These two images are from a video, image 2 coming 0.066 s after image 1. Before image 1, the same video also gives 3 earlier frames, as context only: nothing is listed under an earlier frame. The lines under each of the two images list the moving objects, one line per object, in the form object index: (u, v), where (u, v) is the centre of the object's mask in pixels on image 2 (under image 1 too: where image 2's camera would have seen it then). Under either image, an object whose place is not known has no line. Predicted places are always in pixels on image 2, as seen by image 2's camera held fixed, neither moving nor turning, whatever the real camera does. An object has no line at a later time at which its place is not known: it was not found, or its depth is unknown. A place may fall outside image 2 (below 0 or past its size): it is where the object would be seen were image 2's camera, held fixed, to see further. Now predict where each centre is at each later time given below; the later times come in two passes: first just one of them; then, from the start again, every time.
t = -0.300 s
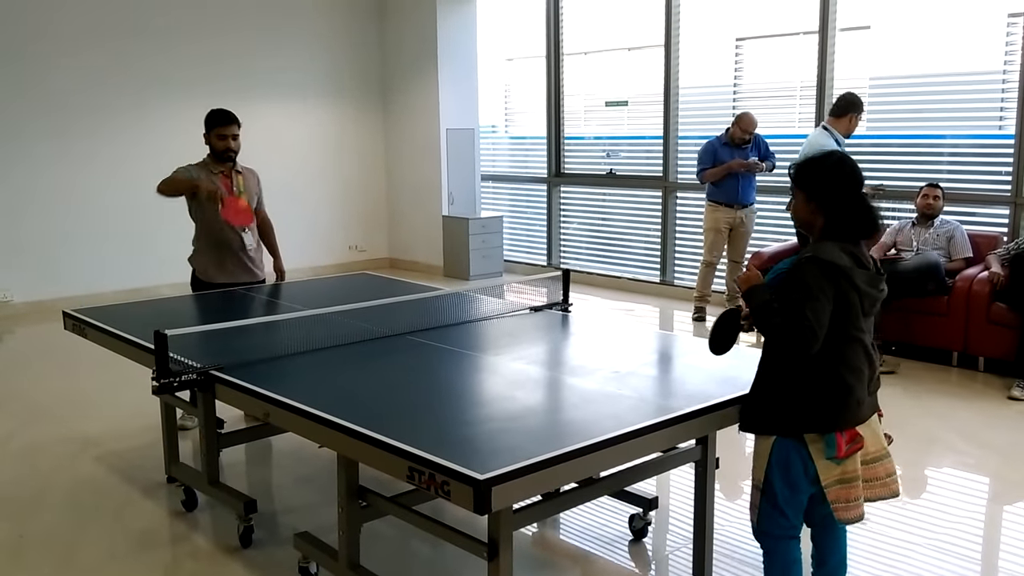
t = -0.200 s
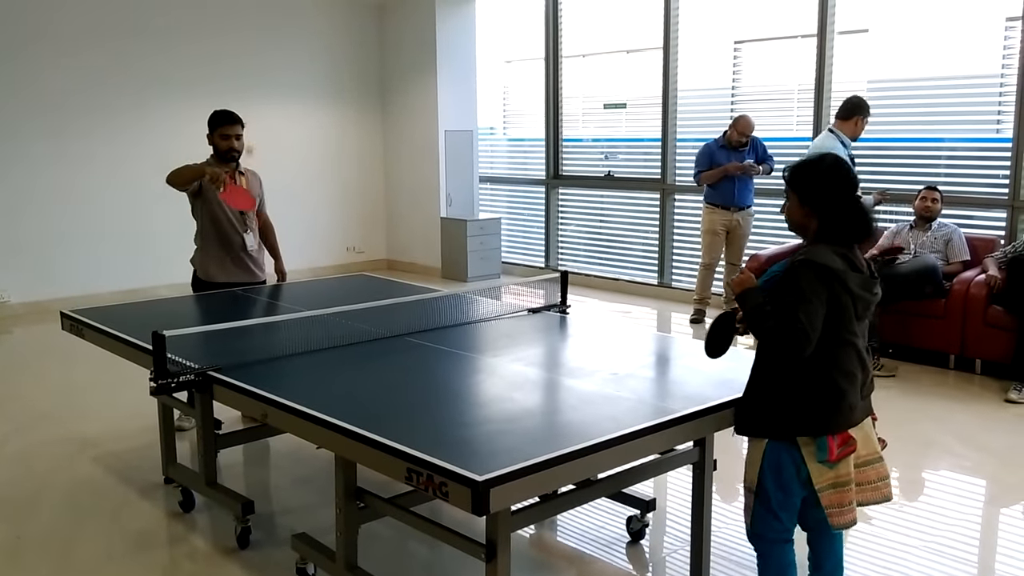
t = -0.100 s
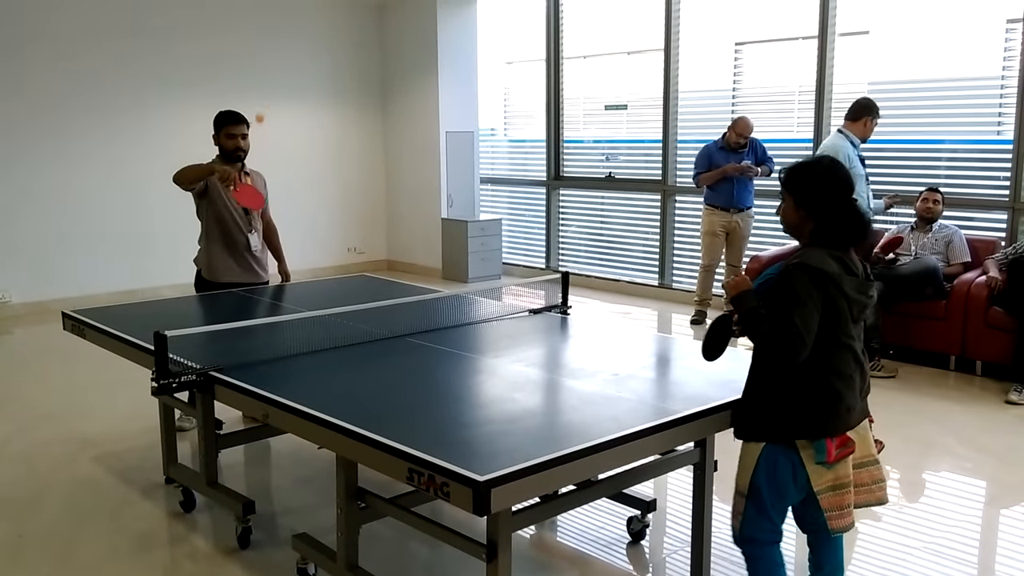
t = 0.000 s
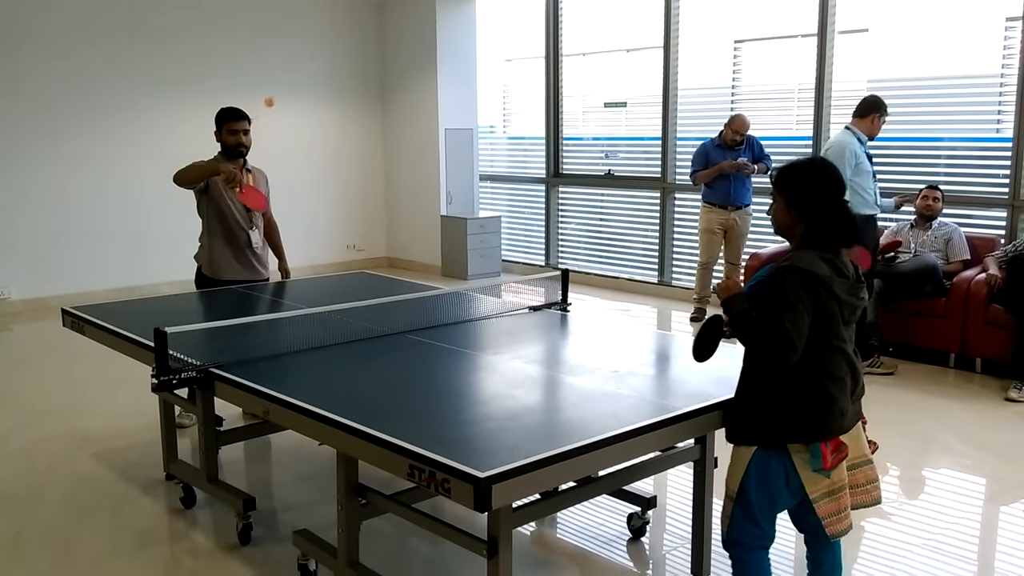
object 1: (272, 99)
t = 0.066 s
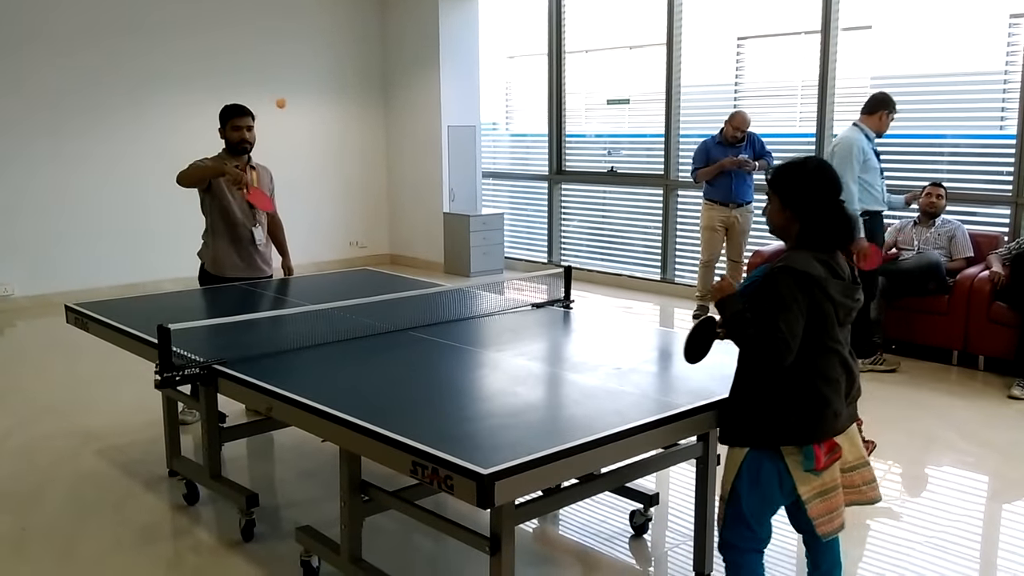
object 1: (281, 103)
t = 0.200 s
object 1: (302, 147)
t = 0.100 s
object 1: (286, 109)
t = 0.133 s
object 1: (291, 119)
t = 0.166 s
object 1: (297, 132)
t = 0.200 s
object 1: (302, 147)
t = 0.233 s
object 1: (308, 166)
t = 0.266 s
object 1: (313, 191)
